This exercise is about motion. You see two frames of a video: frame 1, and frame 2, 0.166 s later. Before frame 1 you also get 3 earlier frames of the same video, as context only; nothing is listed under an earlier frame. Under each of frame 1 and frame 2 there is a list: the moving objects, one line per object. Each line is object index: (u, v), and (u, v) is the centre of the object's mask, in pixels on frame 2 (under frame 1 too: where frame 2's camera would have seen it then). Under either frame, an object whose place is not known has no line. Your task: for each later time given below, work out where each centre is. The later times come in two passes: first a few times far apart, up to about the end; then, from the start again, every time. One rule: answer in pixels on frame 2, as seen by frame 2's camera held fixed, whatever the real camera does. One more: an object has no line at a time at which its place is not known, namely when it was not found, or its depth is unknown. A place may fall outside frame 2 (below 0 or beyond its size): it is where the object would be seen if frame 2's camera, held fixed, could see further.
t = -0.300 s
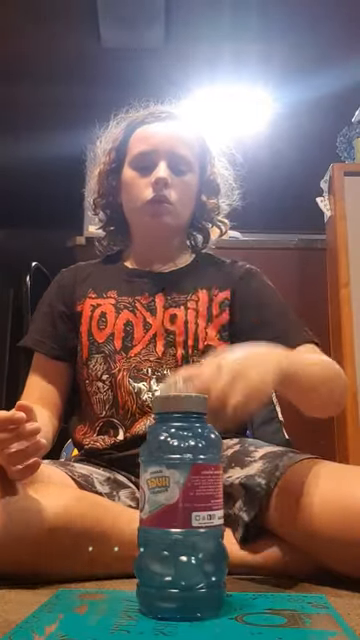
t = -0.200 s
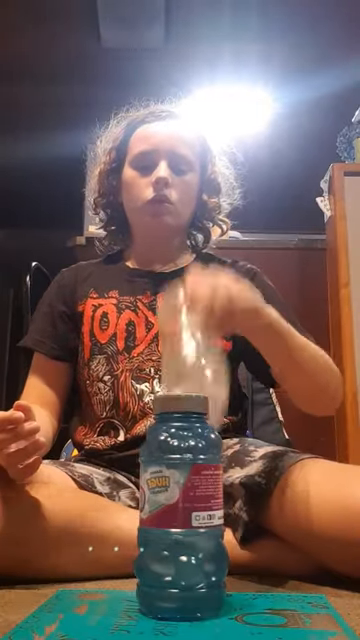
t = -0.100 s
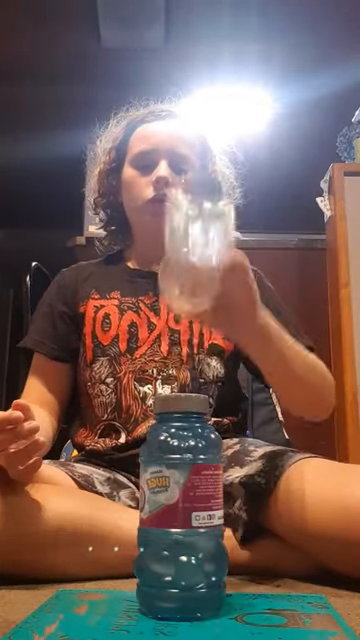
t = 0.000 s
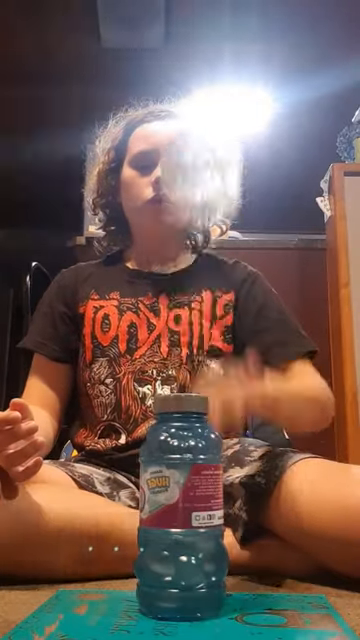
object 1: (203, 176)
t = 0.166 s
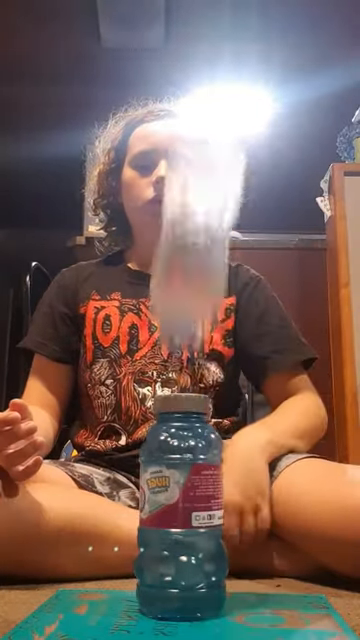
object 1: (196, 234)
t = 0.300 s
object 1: (187, 280)
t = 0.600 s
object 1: (177, 284)
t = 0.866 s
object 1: (173, 283)
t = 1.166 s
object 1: (174, 283)
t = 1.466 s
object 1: (175, 283)
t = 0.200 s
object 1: (192, 277)
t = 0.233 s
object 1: (191, 275)
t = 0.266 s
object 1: (191, 281)
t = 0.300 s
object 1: (187, 280)
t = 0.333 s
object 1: (182, 281)
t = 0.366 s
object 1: (176, 282)
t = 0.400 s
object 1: (173, 283)
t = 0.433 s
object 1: (172, 283)
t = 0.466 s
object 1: (171, 283)
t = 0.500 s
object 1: (171, 282)
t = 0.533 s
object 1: (173, 282)
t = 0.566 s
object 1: (175, 283)
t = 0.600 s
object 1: (177, 284)
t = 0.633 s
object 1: (178, 284)
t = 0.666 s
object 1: (179, 284)
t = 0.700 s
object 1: (179, 284)
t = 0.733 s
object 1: (177, 284)
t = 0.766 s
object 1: (175, 283)
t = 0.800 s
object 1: (173, 283)
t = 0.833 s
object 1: (173, 283)
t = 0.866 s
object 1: (173, 283)
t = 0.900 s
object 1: (175, 283)
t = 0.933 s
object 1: (176, 284)
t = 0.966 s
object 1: (177, 284)
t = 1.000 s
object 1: (177, 284)
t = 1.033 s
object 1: (177, 284)
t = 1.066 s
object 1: (177, 284)
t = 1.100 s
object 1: (176, 283)
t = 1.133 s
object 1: (175, 283)
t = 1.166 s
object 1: (174, 283)
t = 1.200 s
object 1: (174, 283)
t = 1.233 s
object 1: (174, 283)
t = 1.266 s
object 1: (175, 283)
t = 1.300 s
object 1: (176, 283)
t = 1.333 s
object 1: (177, 283)
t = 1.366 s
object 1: (177, 283)
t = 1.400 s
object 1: (177, 283)
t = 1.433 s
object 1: (176, 283)
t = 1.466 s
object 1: (175, 283)
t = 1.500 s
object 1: (174, 283)
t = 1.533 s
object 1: (174, 283)
